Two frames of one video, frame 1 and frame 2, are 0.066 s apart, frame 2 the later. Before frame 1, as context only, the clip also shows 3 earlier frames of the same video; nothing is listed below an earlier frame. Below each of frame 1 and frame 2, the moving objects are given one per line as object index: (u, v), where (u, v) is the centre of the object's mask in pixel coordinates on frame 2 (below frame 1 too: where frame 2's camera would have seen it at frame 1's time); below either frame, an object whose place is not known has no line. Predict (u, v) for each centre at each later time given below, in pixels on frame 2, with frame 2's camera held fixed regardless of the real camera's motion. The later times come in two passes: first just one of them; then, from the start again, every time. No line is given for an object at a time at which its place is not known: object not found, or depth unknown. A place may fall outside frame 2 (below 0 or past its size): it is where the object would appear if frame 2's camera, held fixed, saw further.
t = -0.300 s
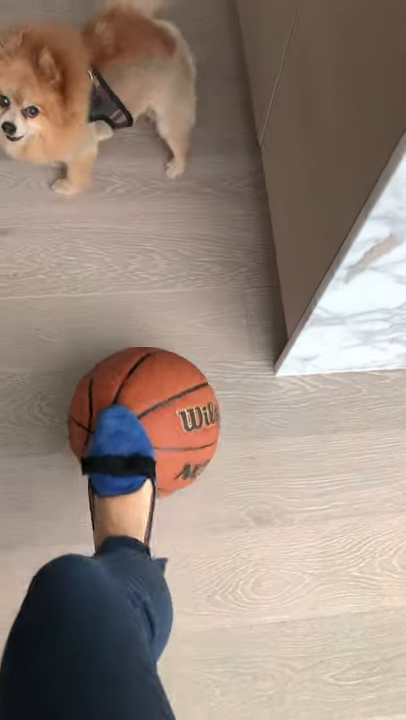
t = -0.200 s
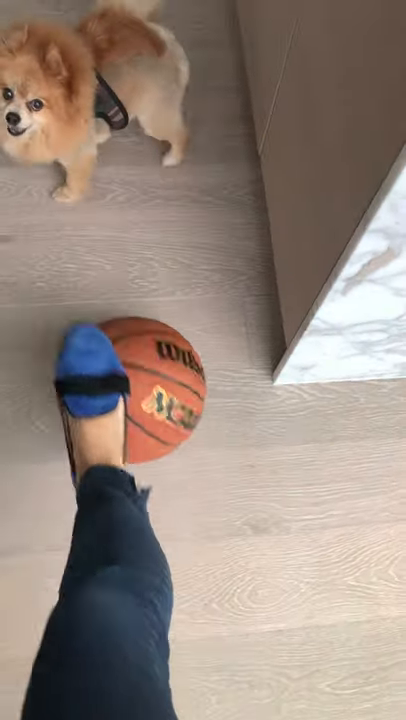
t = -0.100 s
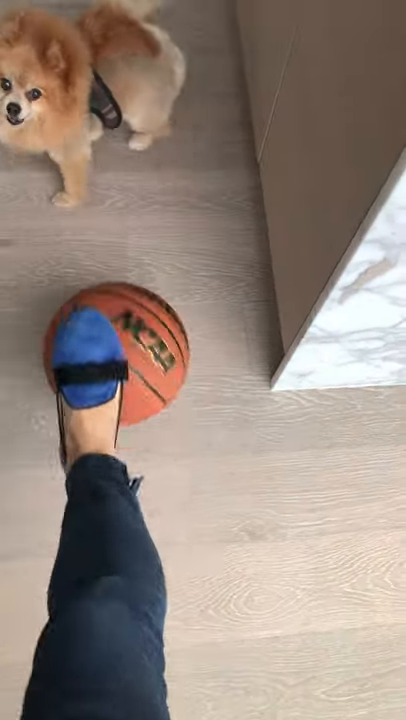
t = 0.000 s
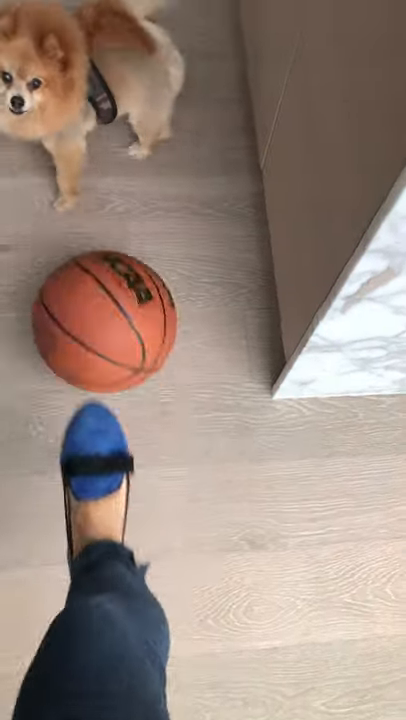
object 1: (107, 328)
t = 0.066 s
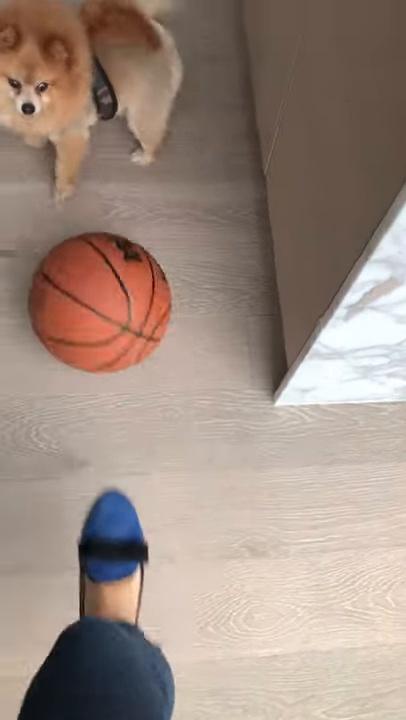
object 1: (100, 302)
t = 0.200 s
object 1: (85, 253)
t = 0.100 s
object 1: (96, 290)
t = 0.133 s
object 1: (92, 278)
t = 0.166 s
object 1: (88, 266)
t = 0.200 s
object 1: (85, 253)
